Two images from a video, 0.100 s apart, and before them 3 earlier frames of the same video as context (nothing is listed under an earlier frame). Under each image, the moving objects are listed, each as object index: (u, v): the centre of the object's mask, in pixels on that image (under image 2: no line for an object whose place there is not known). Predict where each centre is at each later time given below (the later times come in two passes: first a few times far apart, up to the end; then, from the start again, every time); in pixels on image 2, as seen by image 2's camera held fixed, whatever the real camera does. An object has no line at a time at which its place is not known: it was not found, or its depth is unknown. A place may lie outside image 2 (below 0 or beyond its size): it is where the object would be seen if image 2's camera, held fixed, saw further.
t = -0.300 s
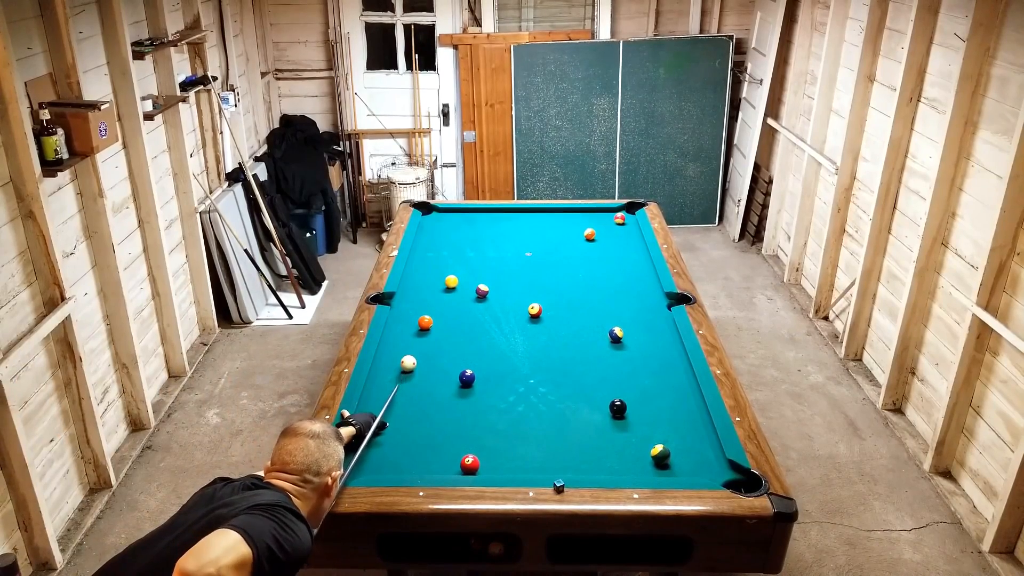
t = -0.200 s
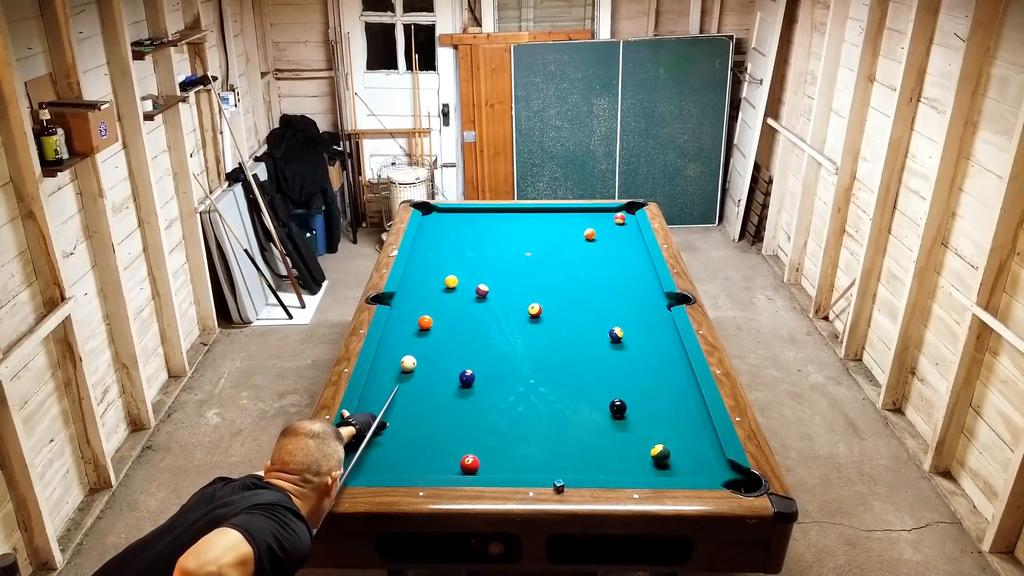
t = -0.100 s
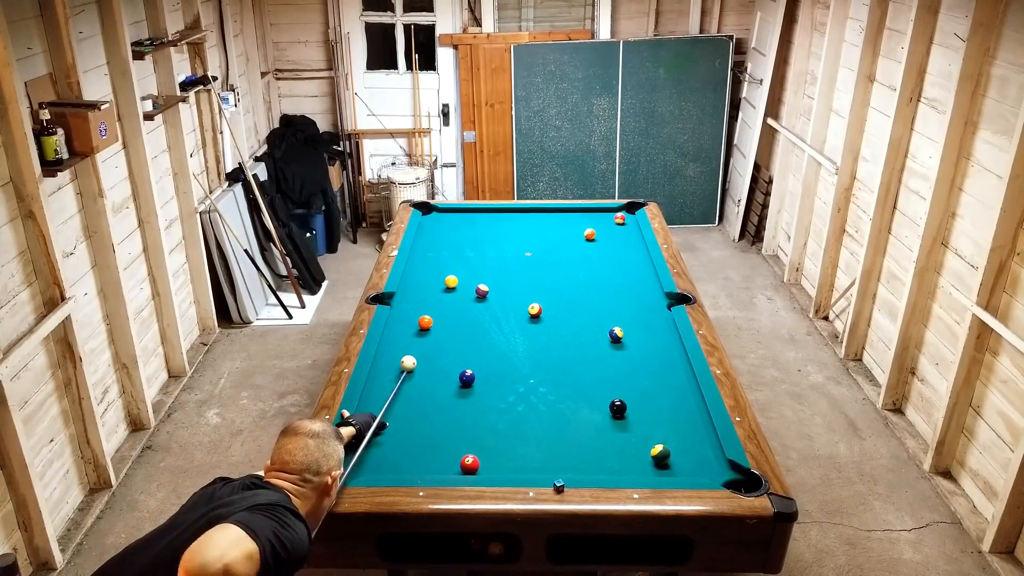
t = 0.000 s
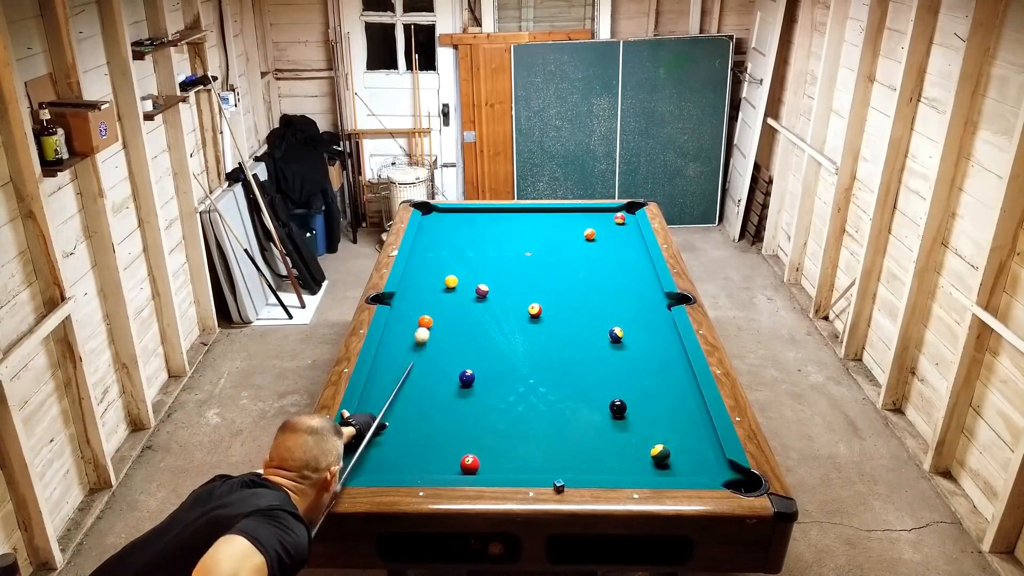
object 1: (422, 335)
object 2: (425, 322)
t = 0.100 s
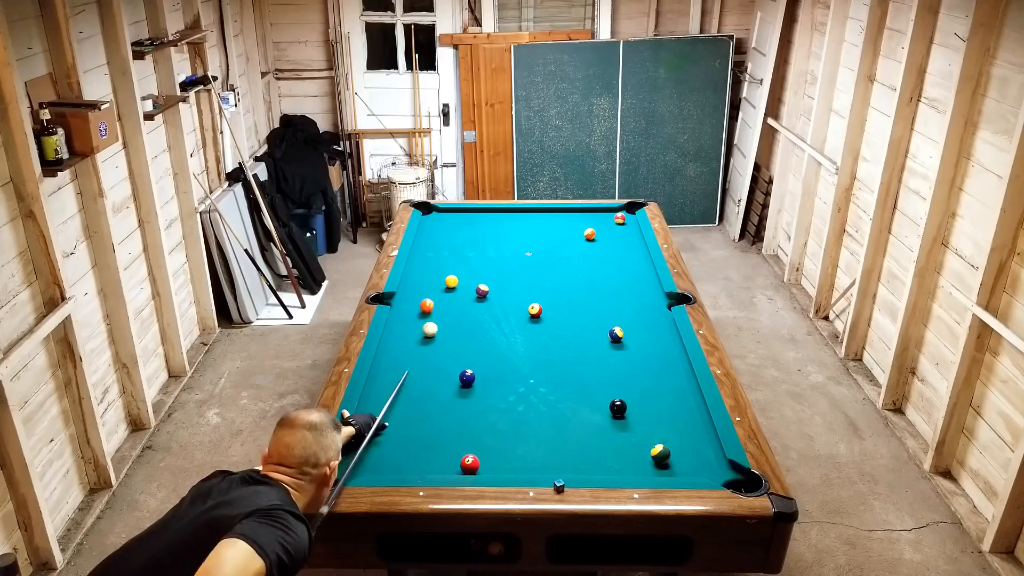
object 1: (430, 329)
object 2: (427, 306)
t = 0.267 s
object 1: (440, 331)
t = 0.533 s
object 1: (454, 334)
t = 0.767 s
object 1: (465, 336)
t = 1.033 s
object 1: (476, 338)
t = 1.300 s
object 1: (486, 340)
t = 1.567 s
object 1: (494, 342)
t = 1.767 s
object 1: (500, 343)
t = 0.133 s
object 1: (432, 330)
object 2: (427, 300)
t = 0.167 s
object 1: (434, 330)
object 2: (428, 294)
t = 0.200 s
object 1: (436, 330)
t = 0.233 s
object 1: (438, 331)
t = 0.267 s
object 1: (440, 331)
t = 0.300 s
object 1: (442, 331)
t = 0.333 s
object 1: (443, 332)
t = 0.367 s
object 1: (445, 332)
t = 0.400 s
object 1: (447, 332)
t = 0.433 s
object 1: (449, 333)
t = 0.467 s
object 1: (451, 333)
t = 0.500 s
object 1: (452, 333)
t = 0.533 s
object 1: (454, 334)
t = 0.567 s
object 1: (455, 334)
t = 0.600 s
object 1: (457, 334)
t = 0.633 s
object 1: (458, 335)
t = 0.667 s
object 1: (460, 335)
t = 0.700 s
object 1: (462, 335)
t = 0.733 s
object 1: (463, 335)
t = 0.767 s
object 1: (465, 336)
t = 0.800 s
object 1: (466, 336)
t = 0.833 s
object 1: (468, 336)
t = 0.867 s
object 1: (469, 337)
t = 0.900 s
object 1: (471, 337)
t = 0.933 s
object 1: (472, 337)
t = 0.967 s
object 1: (474, 337)
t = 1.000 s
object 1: (475, 338)
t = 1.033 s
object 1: (476, 338)
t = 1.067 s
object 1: (478, 338)
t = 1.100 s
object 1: (479, 339)
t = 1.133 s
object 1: (480, 339)
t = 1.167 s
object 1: (481, 339)
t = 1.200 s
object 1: (483, 339)
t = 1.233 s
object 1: (484, 340)
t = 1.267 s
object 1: (485, 340)
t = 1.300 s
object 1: (486, 340)
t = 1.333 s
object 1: (487, 340)
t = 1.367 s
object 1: (489, 341)
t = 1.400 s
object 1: (489, 341)
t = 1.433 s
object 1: (491, 341)
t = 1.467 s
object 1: (492, 341)
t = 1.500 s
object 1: (493, 341)
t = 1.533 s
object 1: (494, 341)
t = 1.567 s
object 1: (494, 342)
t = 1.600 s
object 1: (496, 342)
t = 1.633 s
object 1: (496, 342)
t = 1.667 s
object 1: (497, 342)
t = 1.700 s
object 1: (498, 342)
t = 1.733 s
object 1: (499, 342)
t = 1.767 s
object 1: (500, 343)
